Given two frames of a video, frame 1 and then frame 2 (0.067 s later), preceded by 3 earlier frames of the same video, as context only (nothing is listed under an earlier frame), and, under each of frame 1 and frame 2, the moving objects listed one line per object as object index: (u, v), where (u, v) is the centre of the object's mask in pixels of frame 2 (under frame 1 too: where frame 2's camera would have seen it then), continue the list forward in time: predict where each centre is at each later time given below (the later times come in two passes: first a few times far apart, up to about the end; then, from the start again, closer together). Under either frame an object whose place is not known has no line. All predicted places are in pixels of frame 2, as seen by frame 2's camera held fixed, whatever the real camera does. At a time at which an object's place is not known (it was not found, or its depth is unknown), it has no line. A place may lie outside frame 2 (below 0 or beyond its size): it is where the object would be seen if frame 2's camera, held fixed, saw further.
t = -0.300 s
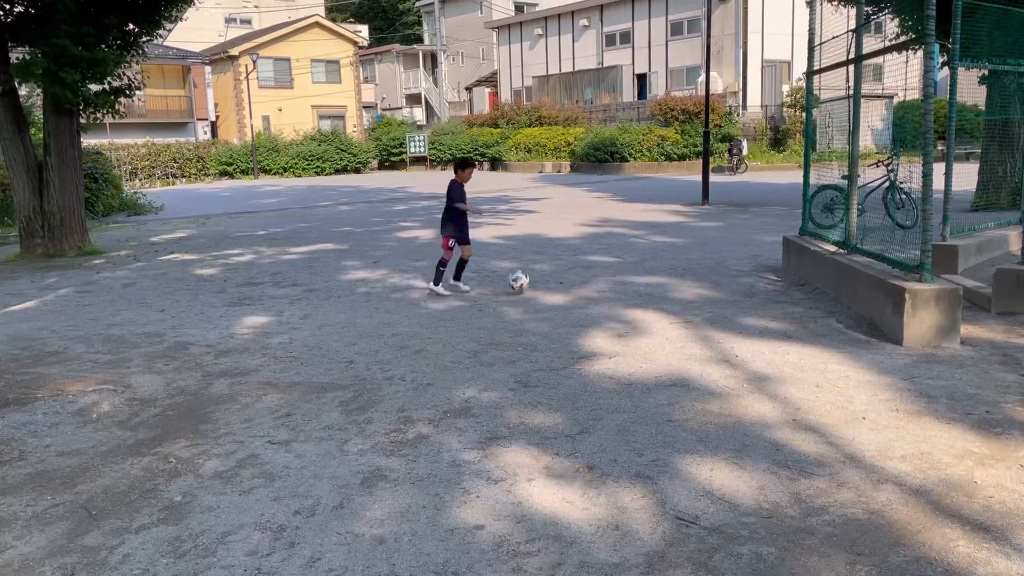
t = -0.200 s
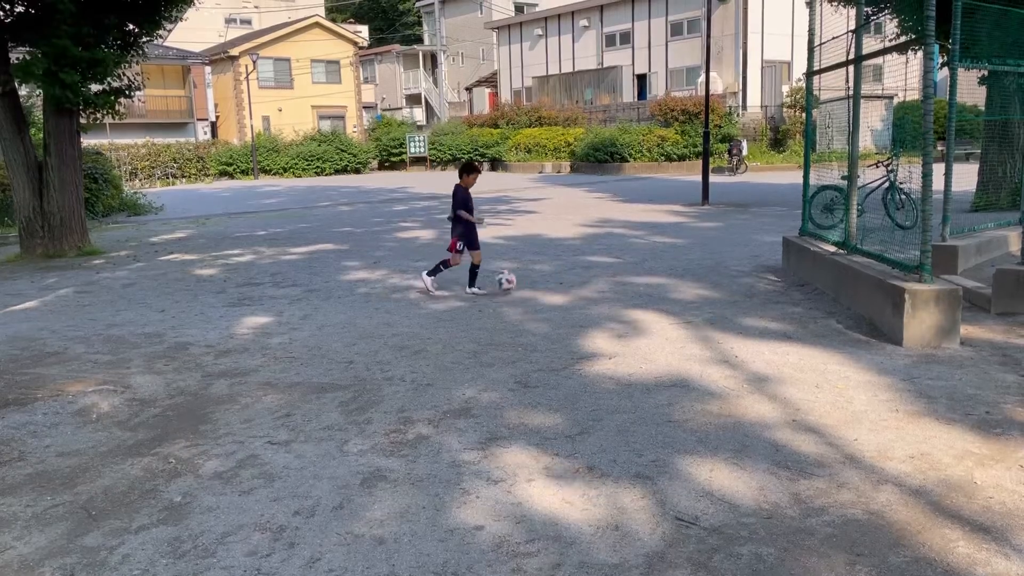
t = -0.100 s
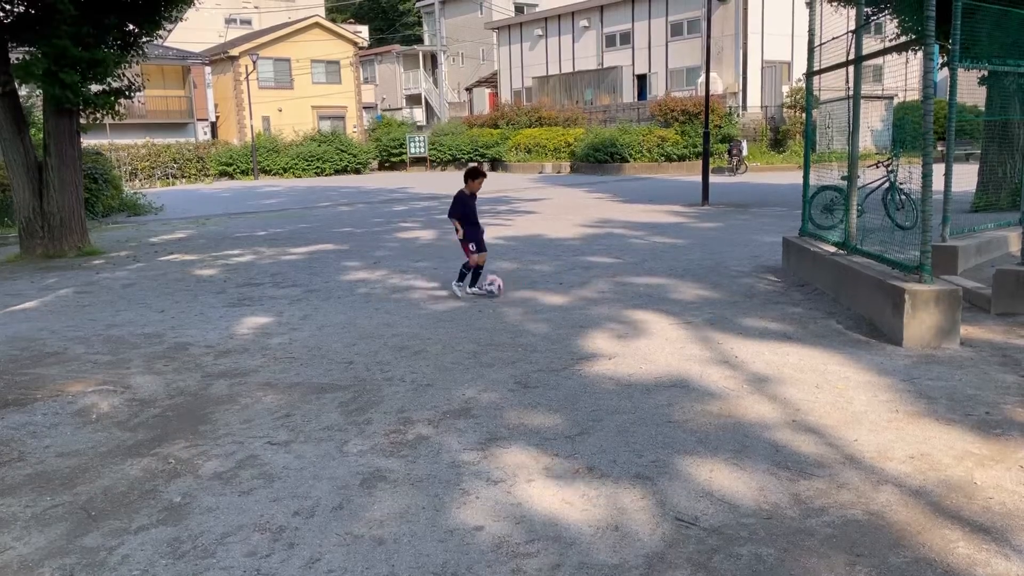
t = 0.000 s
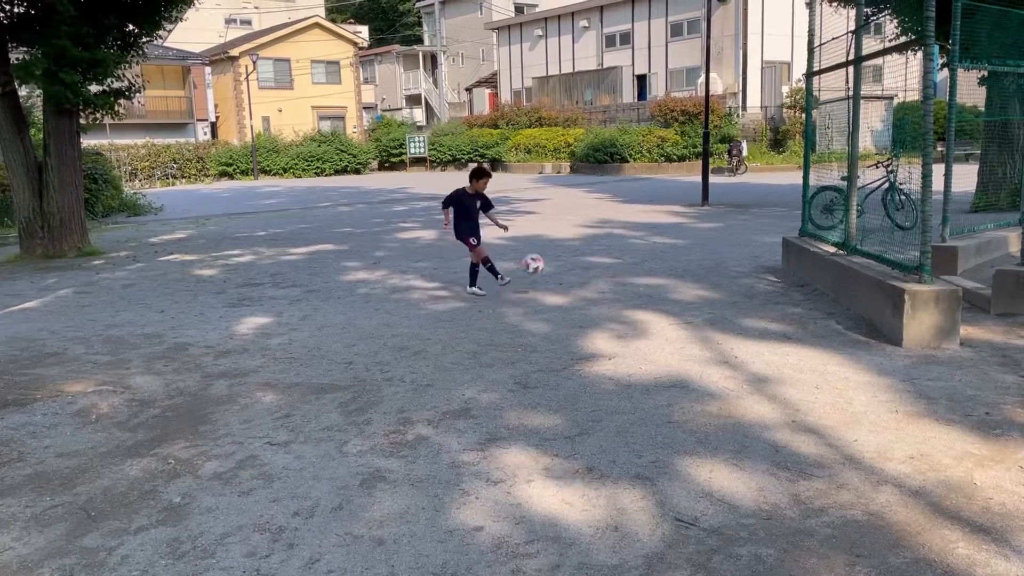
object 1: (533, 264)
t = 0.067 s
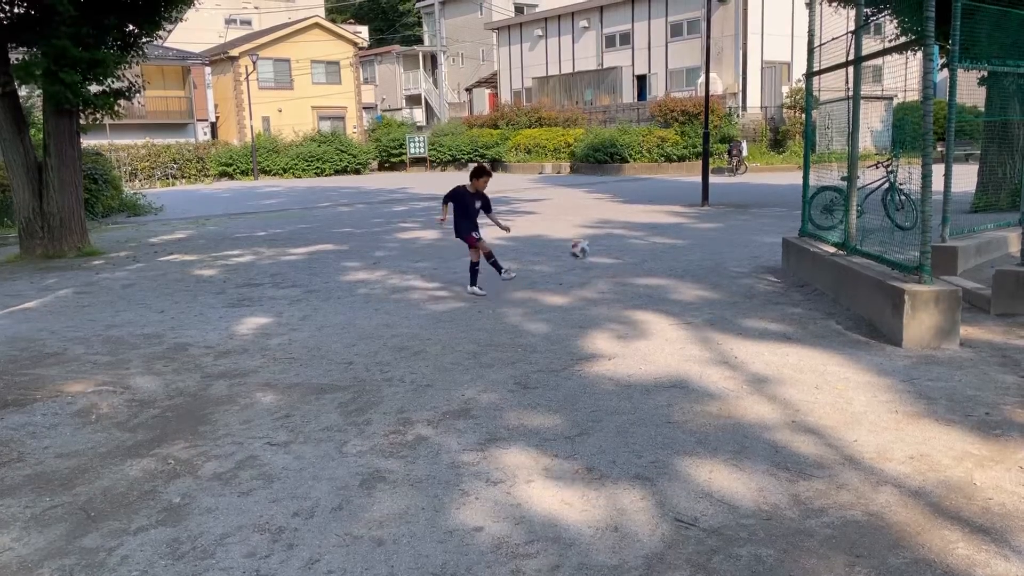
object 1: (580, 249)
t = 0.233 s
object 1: (705, 226)
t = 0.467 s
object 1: (848, 214)
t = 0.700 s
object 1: (830, 165)
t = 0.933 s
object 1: (813, 181)
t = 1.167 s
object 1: (795, 262)
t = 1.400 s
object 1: (812, 248)
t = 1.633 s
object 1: (849, 225)
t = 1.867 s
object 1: (869, 246)
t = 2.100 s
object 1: (849, 265)
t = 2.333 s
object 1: (819, 316)
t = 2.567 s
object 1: (799, 287)
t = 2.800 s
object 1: (778, 325)
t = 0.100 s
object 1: (604, 242)
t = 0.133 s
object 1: (628, 236)
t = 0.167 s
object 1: (653, 232)
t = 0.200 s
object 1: (679, 228)
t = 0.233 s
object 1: (705, 226)
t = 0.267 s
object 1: (732, 226)
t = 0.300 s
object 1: (761, 226)
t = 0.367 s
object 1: (818, 231)
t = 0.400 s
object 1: (848, 236)
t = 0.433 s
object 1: (851, 226)
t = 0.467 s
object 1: (848, 214)
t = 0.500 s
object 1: (845, 205)
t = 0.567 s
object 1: (841, 185)
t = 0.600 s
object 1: (838, 178)
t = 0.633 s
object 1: (835, 174)
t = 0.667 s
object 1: (832, 166)
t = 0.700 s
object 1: (830, 165)
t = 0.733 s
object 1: (828, 164)
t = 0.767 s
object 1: (826, 163)
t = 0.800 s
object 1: (824, 164)
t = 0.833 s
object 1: (821, 166)
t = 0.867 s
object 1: (819, 169)
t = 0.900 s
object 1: (815, 175)
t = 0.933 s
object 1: (813, 181)
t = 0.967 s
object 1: (811, 188)
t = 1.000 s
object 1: (808, 198)
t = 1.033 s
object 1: (805, 208)
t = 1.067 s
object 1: (803, 219)
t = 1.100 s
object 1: (800, 232)
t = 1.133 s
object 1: (797, 247)
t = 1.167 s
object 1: (795, 262)
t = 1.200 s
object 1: (793, 279)
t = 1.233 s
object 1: (790, 297)
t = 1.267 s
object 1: (794, 292)
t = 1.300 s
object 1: (798, 279)
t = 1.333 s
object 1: (803, 268)
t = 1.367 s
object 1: (808, 258)
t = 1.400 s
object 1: (812, 248)
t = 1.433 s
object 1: (818, 241)
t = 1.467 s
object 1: (822, 235)
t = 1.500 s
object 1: (827, 230)
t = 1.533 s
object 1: (833, 226)
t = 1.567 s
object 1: (837, 225)
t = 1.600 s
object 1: (843, 224)
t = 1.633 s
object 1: (849, 225)
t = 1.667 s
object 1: (853, 227)
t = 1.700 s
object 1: (858, 231)
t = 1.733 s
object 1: (863, 236)
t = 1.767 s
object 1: (868, 243)
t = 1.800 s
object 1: (872, 247)
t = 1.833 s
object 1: (870, 246)
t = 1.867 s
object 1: (869, 246)
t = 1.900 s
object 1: (867, 247)
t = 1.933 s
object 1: (865, 249)
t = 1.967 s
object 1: (863, 253)
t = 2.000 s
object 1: (861, 259)
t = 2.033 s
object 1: (859, 262)
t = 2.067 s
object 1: (854, 263)
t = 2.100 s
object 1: (849, 265)
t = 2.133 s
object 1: (845, 268)
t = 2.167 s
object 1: (841, 273)
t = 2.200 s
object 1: (836, 280)
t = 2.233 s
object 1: (832, 288)
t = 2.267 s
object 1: (828, 297)
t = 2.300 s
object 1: (823, 309)
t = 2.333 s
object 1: (819, 316)
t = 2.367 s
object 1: (816, 307)
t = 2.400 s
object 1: (813, 299)
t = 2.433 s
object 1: (811, 294)
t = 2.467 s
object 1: (808, 290)
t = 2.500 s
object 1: (805, 287)
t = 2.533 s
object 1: (802, 286)
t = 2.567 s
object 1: (799, 287)
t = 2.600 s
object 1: (796, 288)
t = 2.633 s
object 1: (793, 292)
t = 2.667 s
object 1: (791, 296)
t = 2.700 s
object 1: (788, 303)
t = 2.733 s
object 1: (785, 311)
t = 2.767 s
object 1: (781, 320)
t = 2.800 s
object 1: (778, 325)
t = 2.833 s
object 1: (775, 318)
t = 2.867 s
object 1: (773, 312)
